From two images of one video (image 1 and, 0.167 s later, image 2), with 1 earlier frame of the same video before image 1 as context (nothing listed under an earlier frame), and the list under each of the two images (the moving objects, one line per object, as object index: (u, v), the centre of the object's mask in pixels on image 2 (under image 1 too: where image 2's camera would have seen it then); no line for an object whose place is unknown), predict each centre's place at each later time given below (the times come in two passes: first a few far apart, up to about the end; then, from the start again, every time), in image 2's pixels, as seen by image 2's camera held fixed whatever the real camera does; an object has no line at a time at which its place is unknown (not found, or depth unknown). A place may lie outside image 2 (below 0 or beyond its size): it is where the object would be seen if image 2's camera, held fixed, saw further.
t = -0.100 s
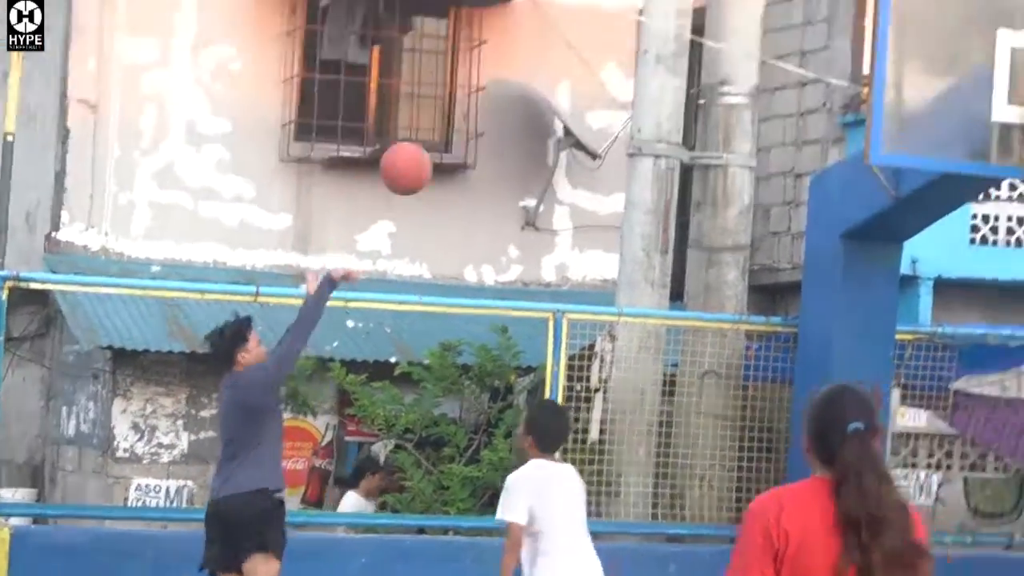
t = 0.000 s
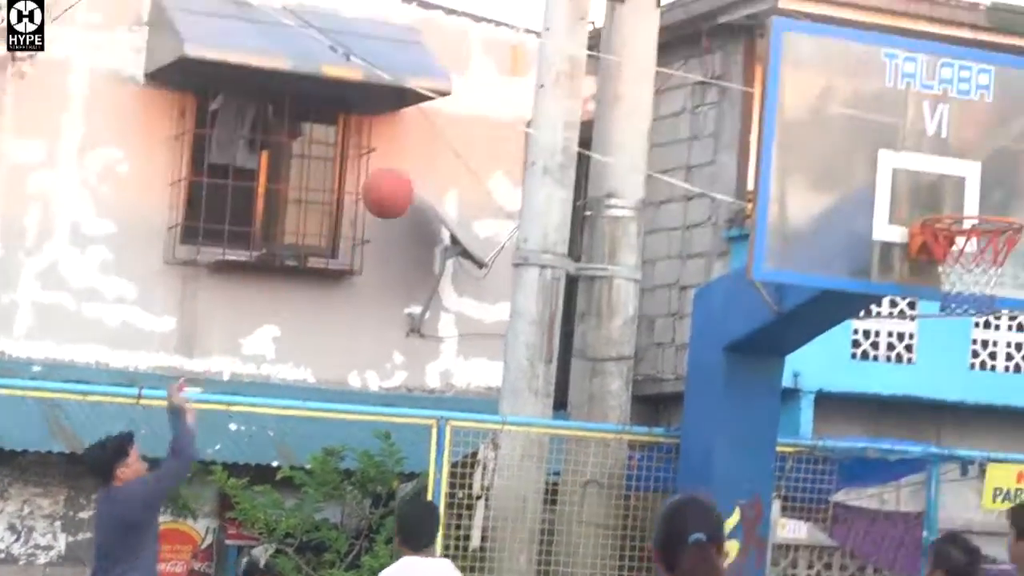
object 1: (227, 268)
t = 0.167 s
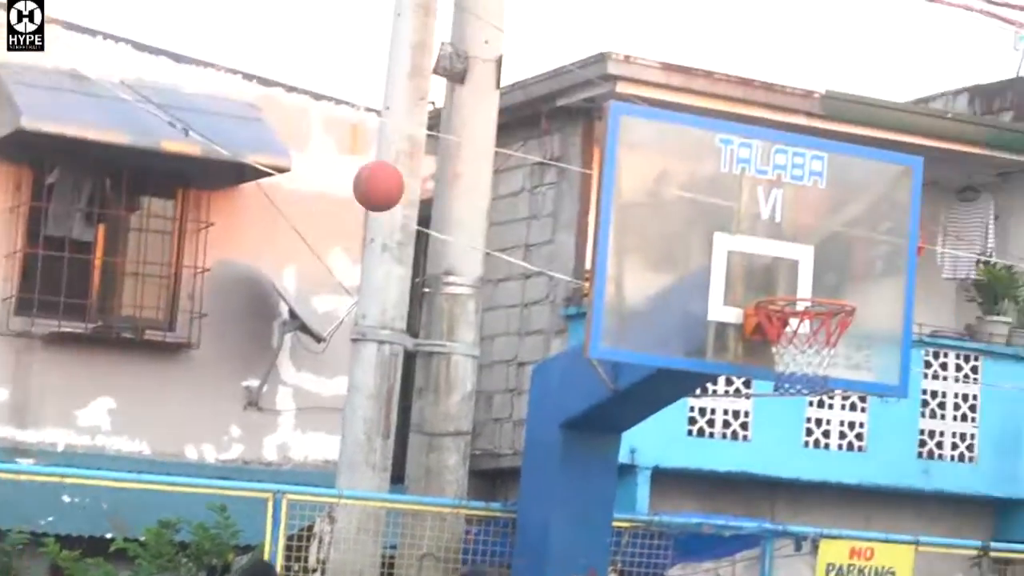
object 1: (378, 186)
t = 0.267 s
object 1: (463, 166)
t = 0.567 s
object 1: (705, 229)
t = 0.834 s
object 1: (797, 339)
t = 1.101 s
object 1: (774, 354)
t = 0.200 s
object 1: (407, 177)
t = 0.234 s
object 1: (436, 171)
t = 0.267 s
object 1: (463, 166)
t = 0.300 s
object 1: (492, 164)
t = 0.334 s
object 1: (519, 164)
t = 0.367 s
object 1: (547, 166)
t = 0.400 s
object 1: (574, 171)
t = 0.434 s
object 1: (601, 178)
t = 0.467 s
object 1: (627, 188)
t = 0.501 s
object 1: (653, 199)
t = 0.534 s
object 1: (679, 213)
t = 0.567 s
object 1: (705, 229)
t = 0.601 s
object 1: (730, 248)
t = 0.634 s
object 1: (757, 268)
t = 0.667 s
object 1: (780, 282)
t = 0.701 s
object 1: (804, 288)
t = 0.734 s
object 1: (823, 309)
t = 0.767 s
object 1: (825, 324)
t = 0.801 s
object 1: (812, 329)
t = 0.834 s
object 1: (797, 339)
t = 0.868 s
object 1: (786, 344)
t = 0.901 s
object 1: (779, 340)
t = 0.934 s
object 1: (772, 346)
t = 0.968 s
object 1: (771, 347)
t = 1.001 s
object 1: (772, 348)
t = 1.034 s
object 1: (772, 348)
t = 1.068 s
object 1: (775, 346)
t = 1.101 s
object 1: (774, 354)
